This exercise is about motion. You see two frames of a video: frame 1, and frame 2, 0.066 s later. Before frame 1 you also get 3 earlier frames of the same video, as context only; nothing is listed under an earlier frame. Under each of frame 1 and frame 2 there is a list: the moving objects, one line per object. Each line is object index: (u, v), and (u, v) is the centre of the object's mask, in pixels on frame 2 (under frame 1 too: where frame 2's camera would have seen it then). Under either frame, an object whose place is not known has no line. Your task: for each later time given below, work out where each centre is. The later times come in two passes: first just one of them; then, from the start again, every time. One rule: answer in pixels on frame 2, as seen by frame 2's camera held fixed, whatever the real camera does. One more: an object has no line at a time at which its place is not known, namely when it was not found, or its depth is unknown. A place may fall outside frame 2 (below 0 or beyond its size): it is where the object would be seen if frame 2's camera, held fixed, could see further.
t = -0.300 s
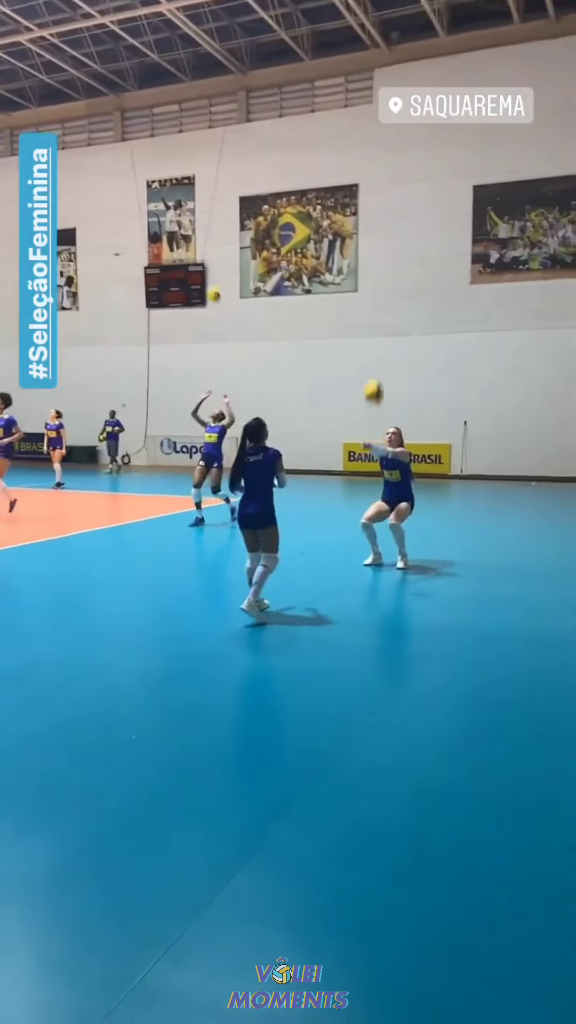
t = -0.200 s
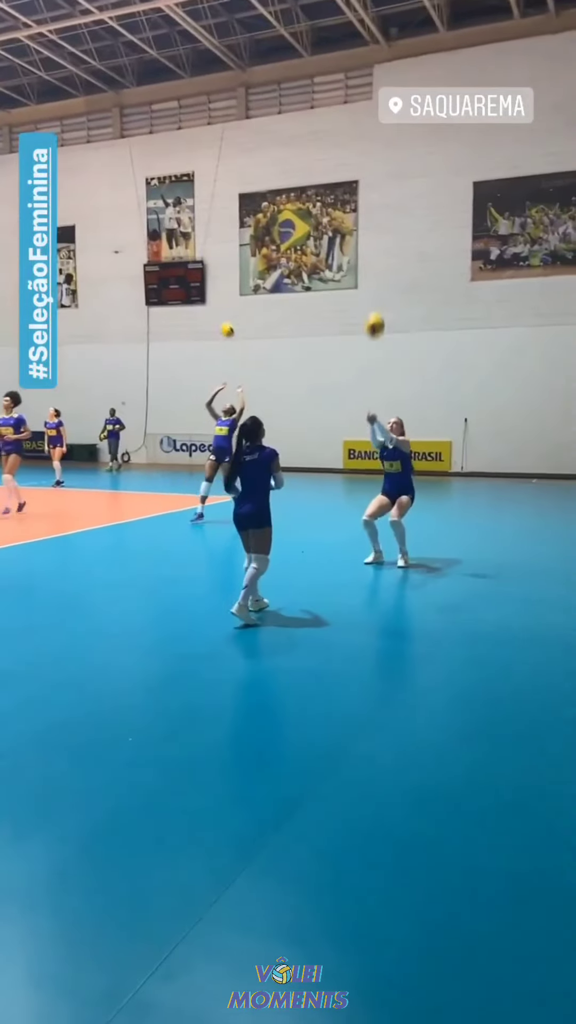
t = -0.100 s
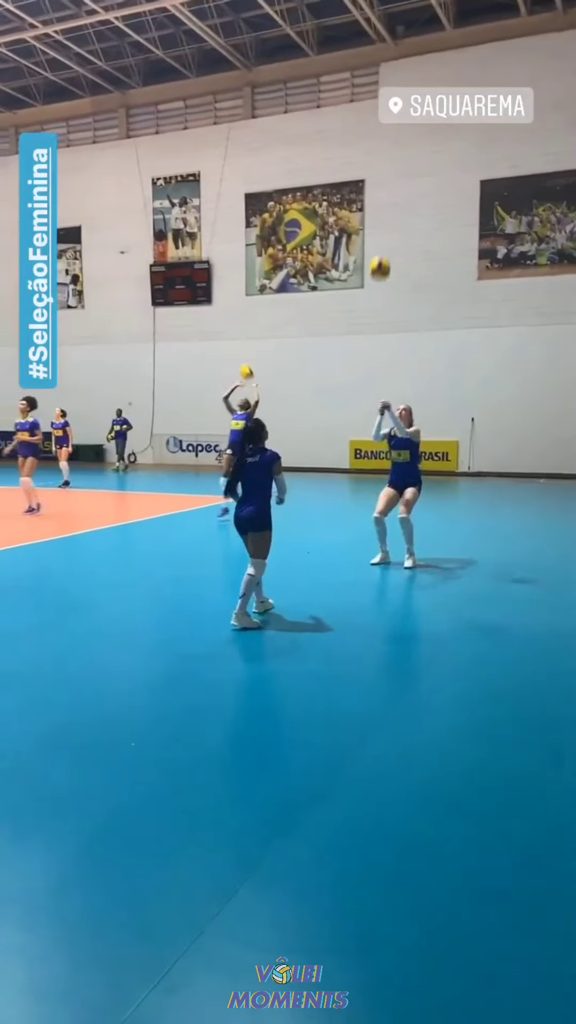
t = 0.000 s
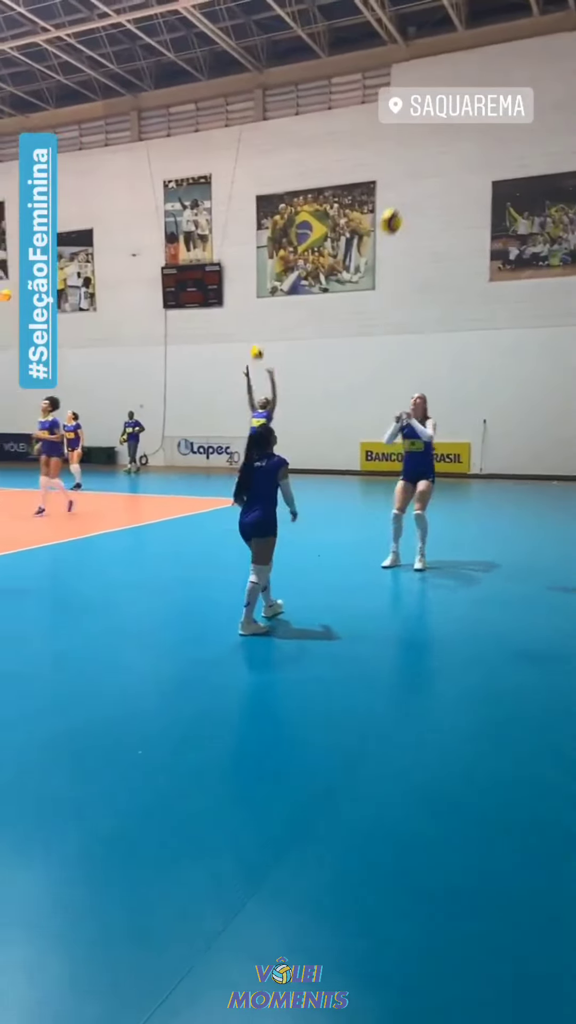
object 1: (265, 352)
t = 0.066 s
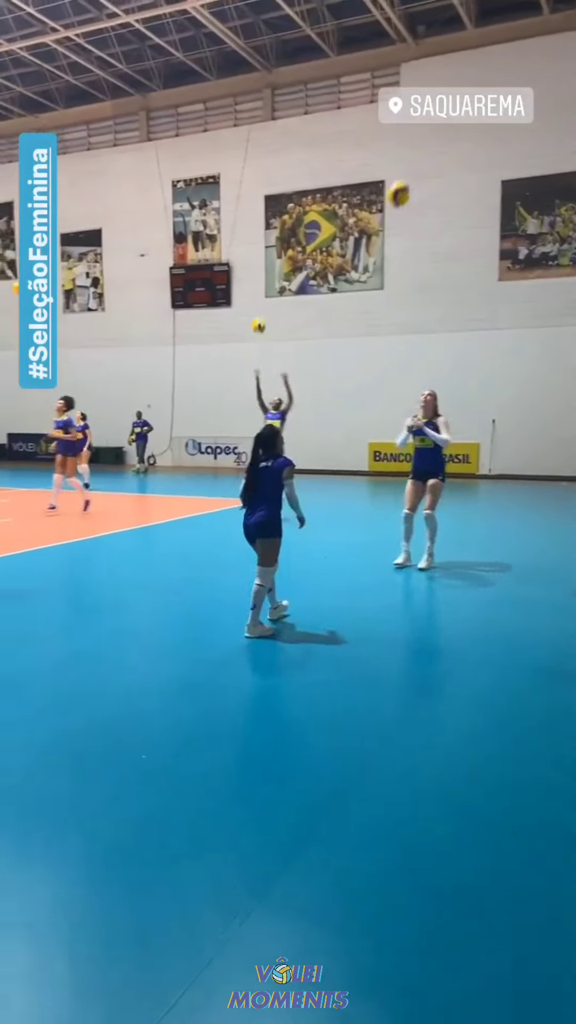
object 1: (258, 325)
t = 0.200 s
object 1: (245, 277)
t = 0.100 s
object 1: (255, 313)
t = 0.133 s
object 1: (252, 300)
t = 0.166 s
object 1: (249, 288)
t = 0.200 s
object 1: (245, 277)
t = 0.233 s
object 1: (242, 267)
